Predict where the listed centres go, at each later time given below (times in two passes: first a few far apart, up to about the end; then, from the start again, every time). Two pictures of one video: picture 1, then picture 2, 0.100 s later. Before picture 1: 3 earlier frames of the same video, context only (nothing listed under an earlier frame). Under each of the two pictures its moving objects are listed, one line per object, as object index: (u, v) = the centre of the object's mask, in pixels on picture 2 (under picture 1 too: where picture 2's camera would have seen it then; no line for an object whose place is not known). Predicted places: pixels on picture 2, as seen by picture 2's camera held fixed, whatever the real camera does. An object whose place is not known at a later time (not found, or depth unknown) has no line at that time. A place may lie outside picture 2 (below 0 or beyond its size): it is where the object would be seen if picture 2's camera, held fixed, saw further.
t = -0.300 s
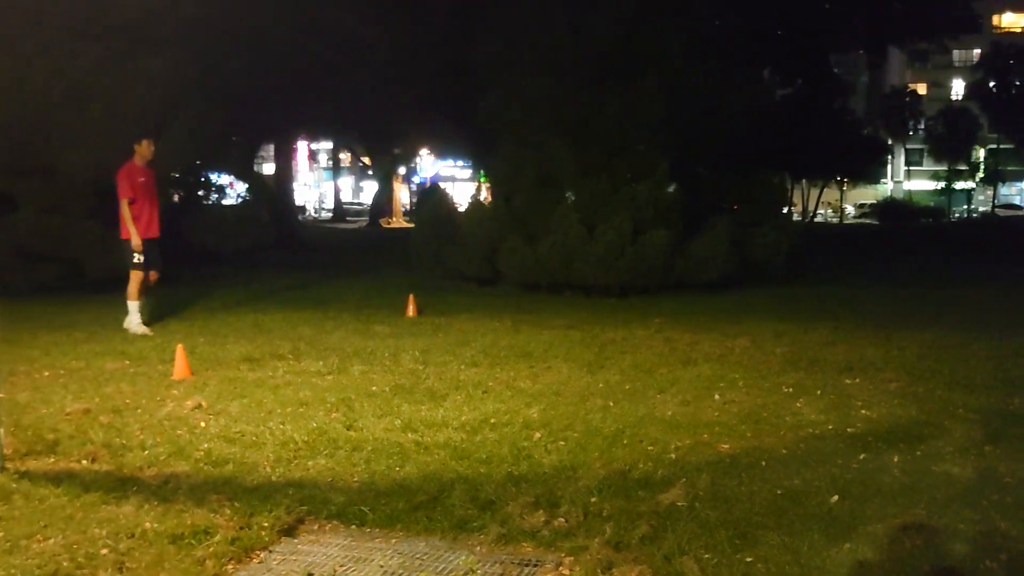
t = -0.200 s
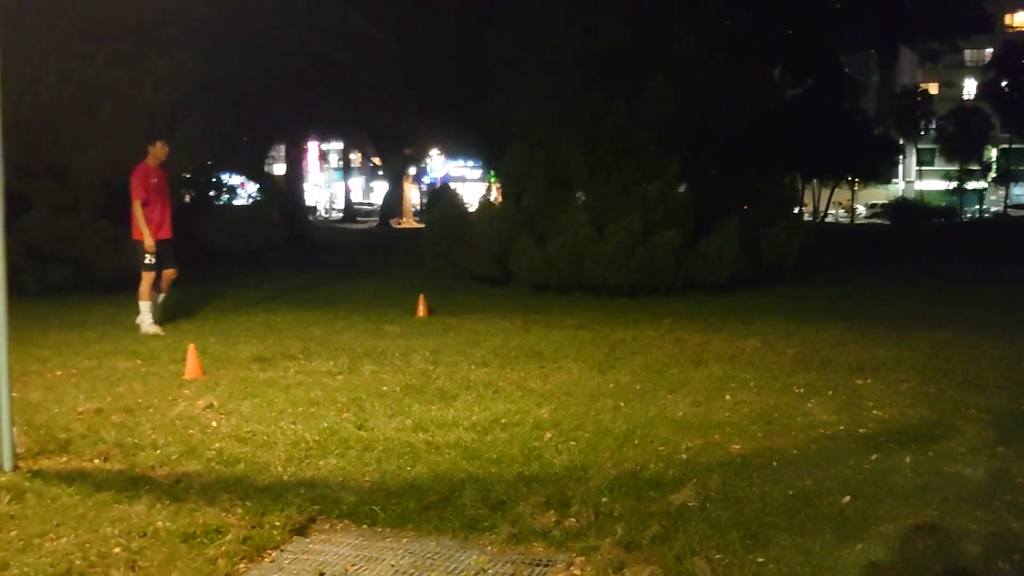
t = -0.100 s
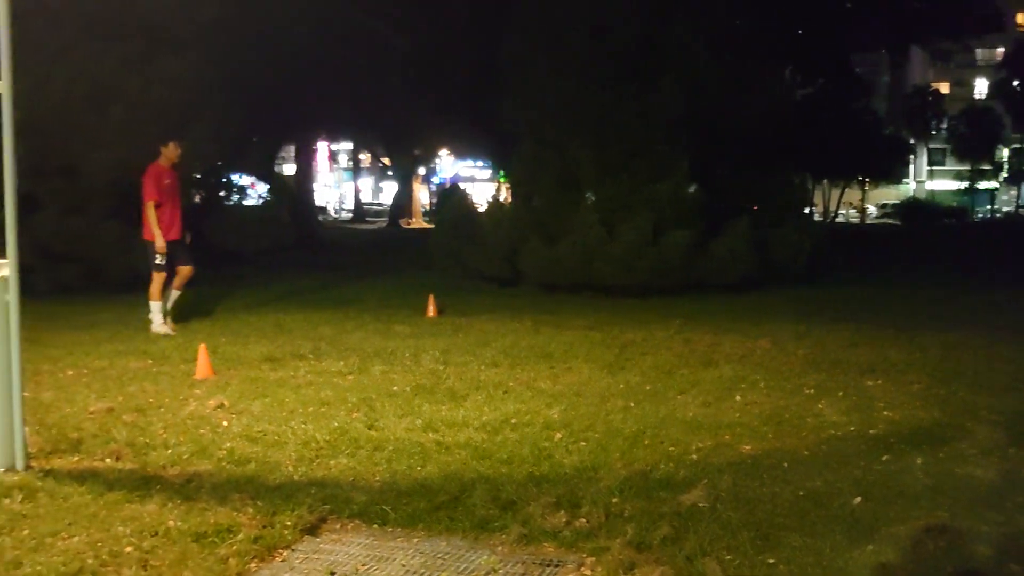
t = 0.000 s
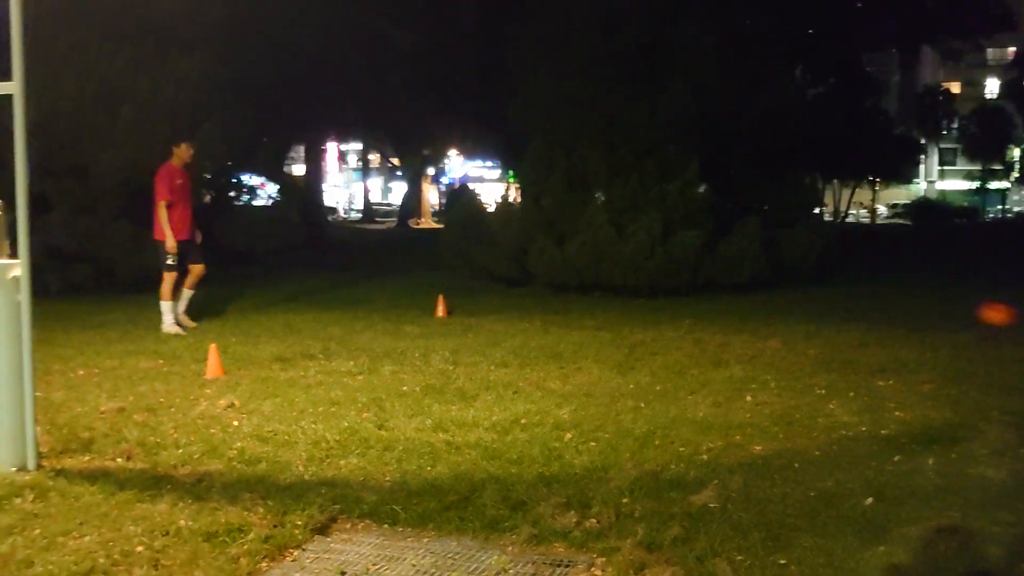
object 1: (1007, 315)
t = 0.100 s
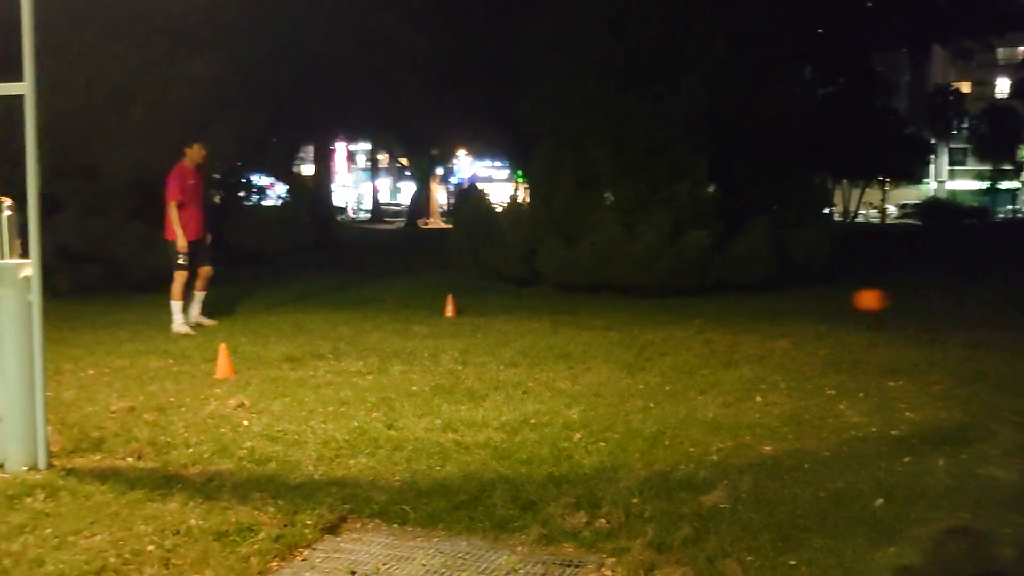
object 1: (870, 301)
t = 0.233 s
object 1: (715, 301)
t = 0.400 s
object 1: (567, 315)
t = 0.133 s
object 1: (828, 299)
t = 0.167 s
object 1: (788, 298)
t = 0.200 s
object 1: (751, 299)
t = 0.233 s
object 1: (715, 301)
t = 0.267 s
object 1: (680, 305)
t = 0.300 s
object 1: (648, 309)
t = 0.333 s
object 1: (618, 315)
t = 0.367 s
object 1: (588, 320)
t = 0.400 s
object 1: (567, 315)
